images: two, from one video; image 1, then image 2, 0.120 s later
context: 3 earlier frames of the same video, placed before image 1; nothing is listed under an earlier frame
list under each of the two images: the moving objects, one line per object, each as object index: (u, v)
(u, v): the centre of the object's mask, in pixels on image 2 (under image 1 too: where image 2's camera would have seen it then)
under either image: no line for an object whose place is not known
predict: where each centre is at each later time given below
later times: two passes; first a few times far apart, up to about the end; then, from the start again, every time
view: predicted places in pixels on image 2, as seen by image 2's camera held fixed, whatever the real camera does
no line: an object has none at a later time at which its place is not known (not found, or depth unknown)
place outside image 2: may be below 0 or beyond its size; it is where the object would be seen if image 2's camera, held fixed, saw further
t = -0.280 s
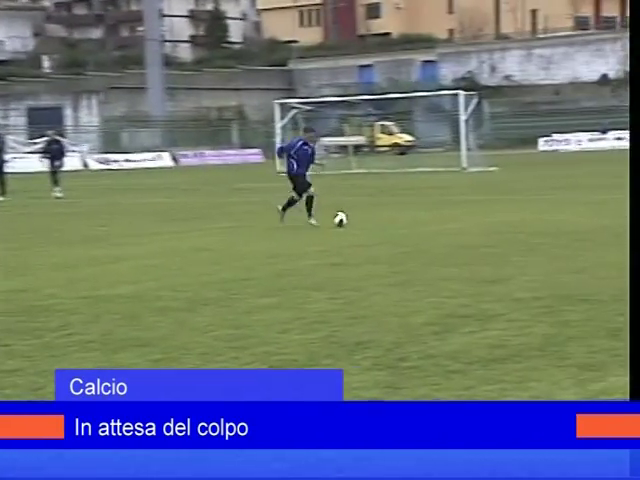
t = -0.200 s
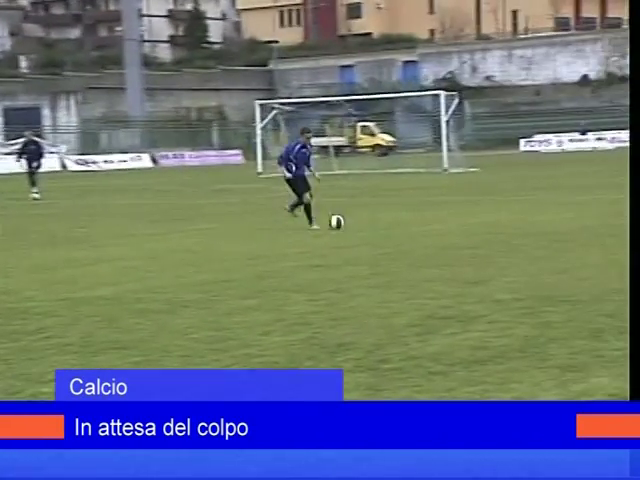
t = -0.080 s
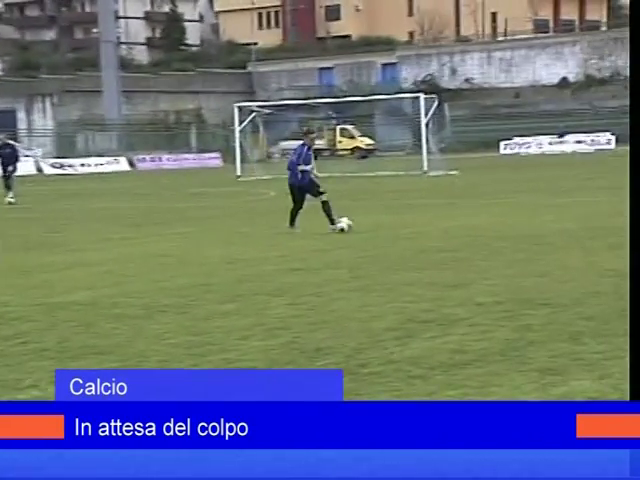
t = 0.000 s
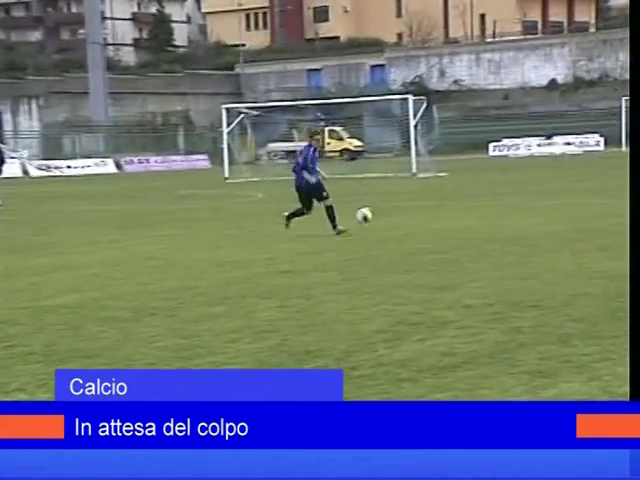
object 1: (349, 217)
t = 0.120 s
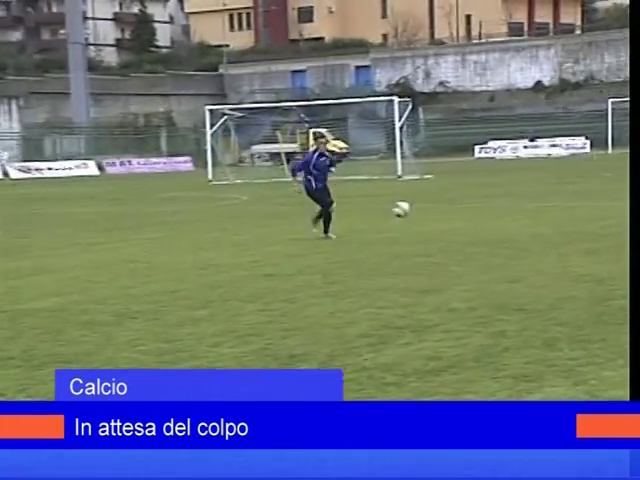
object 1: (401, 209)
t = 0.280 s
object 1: (476, 216)
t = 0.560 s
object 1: (618, 224)
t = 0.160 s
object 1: (420, 208)
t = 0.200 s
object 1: (438, 209)
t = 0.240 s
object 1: (456, 212)
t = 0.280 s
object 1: (476, 216)
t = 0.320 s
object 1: (496, 221)
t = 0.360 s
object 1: (516, 229)
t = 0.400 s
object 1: (538, 238)
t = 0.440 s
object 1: (558, 236)
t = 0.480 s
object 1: (577, 231)
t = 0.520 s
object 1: (597, 227)
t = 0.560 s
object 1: (618, 224)
